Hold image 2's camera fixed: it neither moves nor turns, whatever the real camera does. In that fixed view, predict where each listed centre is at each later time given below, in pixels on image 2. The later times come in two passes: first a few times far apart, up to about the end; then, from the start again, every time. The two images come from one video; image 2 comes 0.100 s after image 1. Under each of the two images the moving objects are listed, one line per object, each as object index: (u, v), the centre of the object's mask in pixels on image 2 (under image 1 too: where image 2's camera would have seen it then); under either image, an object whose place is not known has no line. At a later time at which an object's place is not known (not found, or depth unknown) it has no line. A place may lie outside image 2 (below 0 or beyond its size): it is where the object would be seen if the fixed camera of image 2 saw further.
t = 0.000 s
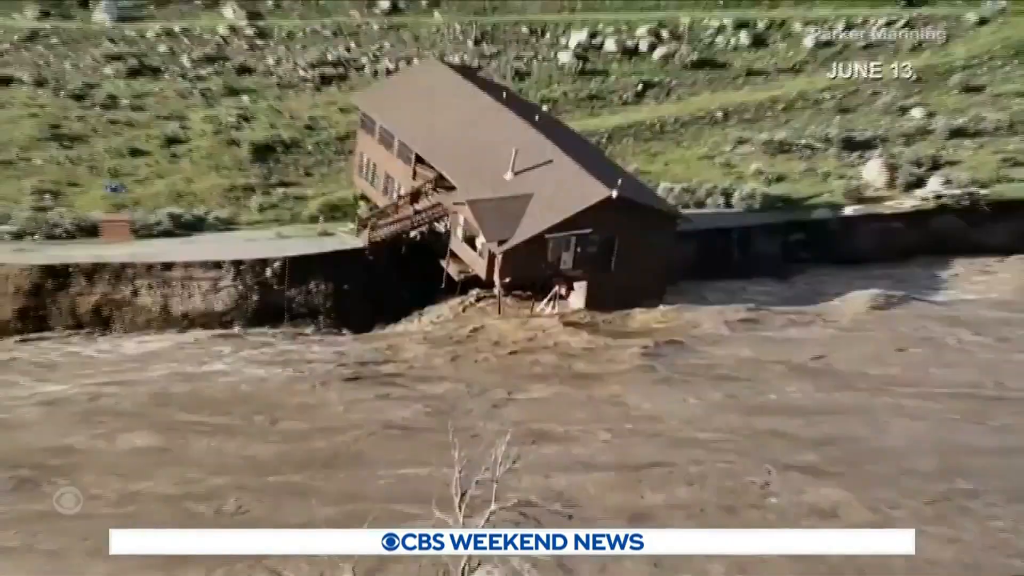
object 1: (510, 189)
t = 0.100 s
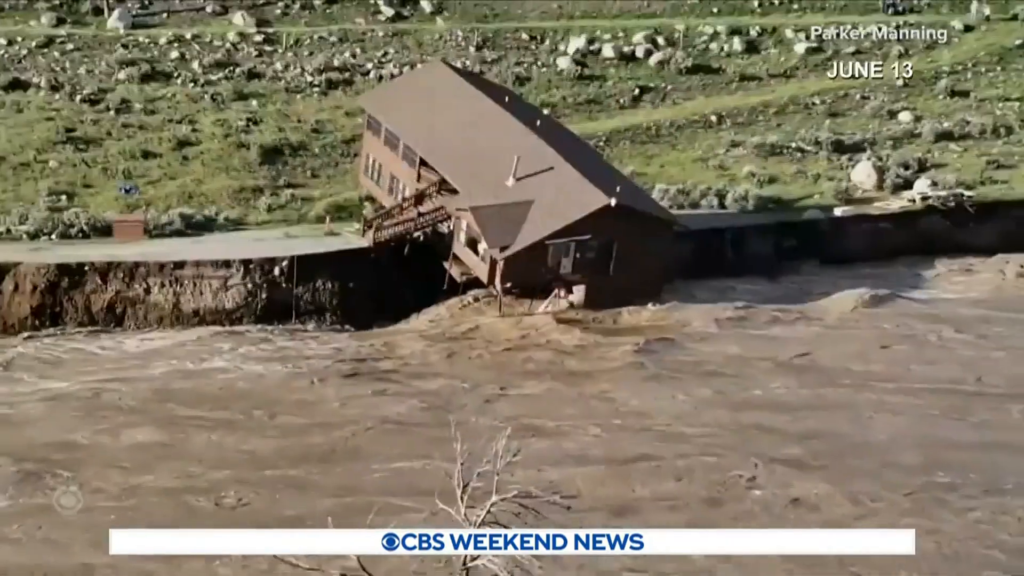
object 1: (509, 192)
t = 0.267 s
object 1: (509, 192)
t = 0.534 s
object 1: (507, 191)
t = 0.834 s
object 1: (505, 193)
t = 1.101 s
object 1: (502, 198)
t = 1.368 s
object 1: (496, 202)
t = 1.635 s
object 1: (494, 211)
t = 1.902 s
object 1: (494, 219)
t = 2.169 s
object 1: (496, 221)
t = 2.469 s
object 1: (505, 221)
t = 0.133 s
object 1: (508, 193)
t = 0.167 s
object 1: (508, 193)
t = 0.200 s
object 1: (509, 193)
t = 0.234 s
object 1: (508, 193)
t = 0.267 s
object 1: (509, 192)
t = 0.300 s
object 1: (508, 192)
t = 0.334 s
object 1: (508, 191)
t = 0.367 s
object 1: (508, 191)
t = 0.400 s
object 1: (508, 191)
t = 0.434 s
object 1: (508, 191)
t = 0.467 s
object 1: (507, 191)
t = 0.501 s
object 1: (507, 190)
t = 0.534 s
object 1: (507, 191)
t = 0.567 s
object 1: (507, 190)
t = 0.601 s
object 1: (507, 190)
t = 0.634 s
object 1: (506, 190)
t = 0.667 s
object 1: (505, 191)
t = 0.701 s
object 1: (505, 191)
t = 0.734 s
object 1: (505, 191)
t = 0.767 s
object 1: (505, 192)
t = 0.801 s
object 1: (505, 192)
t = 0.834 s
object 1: (505, 193)
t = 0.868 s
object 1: (504, 193)
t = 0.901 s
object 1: (504, 194)
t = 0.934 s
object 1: (504, 195)
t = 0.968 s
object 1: (503, 195)
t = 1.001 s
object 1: (504, 196)
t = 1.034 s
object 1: (504, 195)
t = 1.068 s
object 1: (503, 196)
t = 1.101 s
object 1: (502, 198)
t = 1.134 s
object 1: (502, 198)
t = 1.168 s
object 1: (501, 199)
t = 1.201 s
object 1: (500, 199)
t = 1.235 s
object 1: (500, 200)
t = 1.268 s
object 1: (498, 200)
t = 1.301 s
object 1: (498, 200)
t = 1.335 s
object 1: (497, 201)
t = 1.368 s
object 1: (496, 202)
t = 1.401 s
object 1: (497, 203)
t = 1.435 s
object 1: (496, 204)
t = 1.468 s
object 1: (496, 204)
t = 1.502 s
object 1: (495, 206)
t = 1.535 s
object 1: (495, 208)
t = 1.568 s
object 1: (495, 209)
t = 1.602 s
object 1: (494, 211)
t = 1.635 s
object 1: (494, 211)
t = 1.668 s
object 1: (494, 210)
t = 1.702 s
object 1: (493, 214)
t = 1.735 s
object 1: (493, 214)
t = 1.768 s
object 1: (494, 214)
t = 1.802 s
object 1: (494, 216)
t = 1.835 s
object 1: (494, 217)
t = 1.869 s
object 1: (494, 219)
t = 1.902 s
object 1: (494, 219)
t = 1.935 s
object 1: (495, 219)
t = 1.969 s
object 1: (495, 220)
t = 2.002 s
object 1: (495, 220)
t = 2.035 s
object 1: (495, 220)
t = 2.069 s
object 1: (495, 220)
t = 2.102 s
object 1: (495, 221)
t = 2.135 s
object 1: (495, 221)
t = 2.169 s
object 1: (496, 221)
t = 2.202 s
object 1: (494, 221)
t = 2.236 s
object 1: (495, 221)
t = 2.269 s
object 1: (496, 221)
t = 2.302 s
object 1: (497, 221)
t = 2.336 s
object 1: (498, 221)
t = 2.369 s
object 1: (499, 220)
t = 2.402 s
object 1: (500, 220)
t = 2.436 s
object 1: (502, 220)
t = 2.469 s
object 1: (505, 221)
